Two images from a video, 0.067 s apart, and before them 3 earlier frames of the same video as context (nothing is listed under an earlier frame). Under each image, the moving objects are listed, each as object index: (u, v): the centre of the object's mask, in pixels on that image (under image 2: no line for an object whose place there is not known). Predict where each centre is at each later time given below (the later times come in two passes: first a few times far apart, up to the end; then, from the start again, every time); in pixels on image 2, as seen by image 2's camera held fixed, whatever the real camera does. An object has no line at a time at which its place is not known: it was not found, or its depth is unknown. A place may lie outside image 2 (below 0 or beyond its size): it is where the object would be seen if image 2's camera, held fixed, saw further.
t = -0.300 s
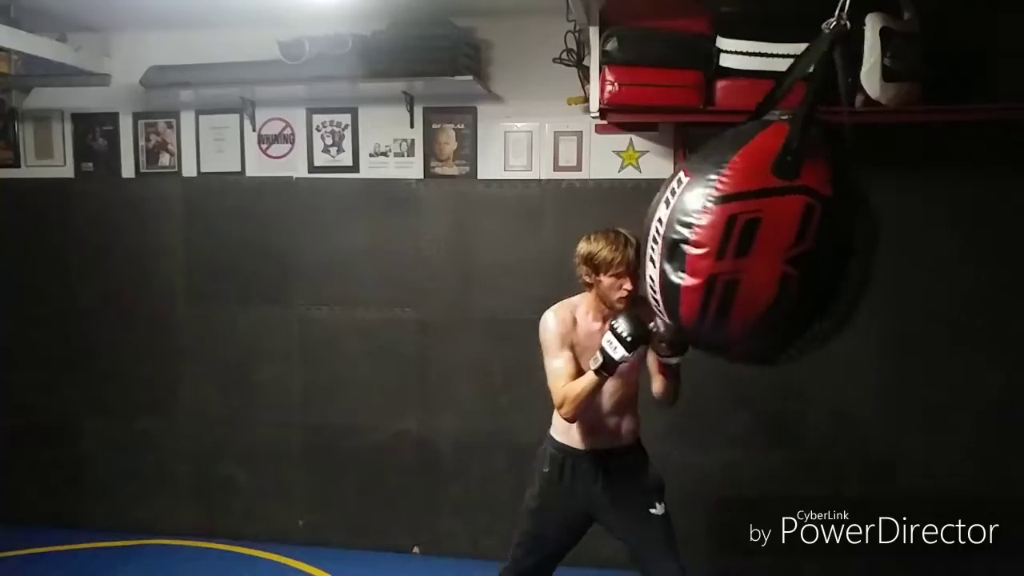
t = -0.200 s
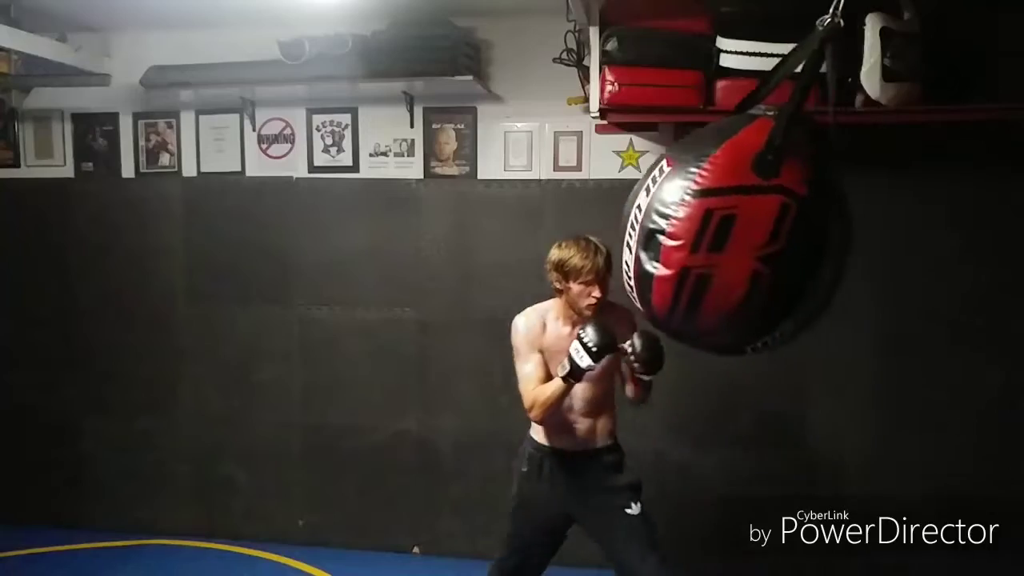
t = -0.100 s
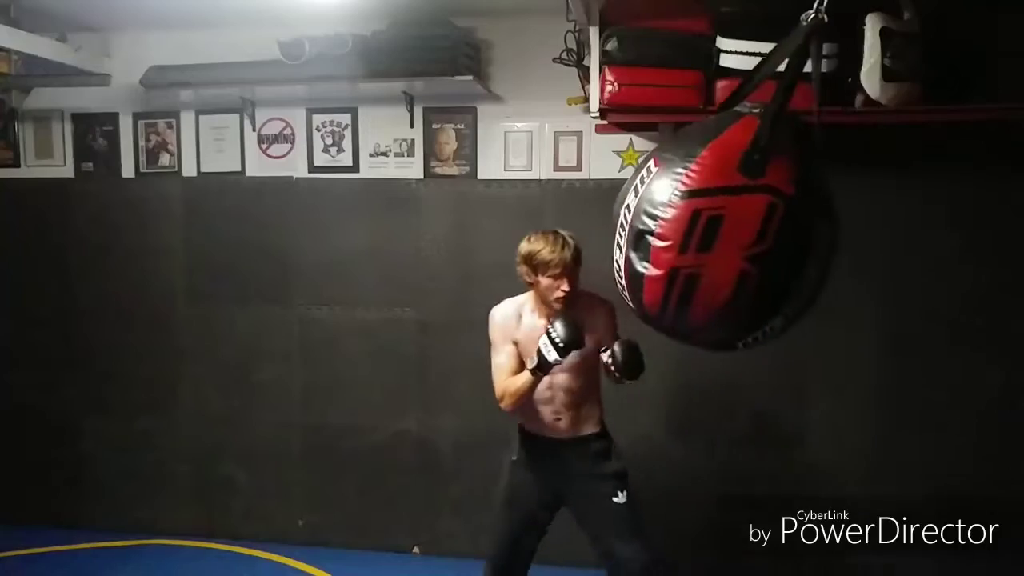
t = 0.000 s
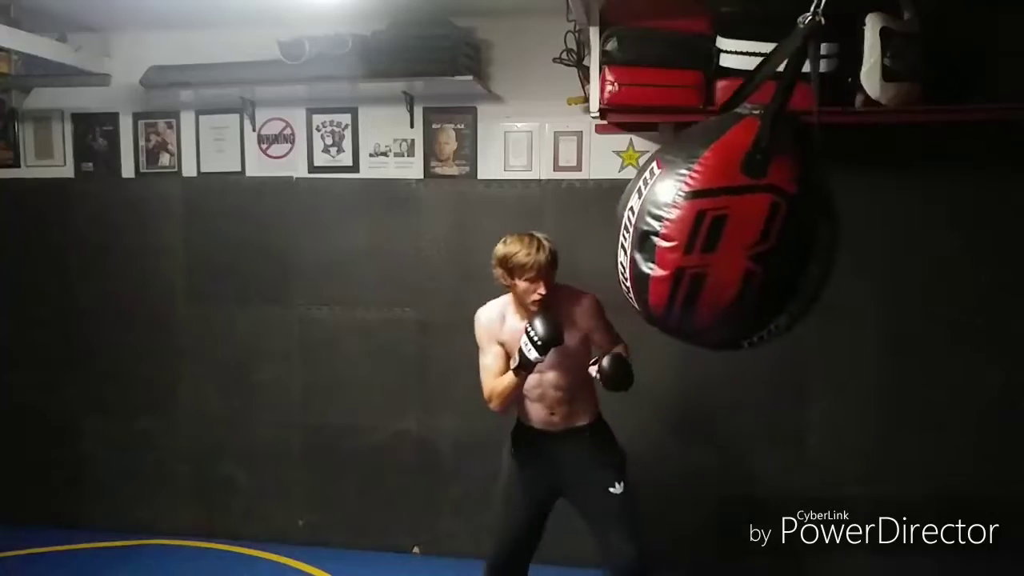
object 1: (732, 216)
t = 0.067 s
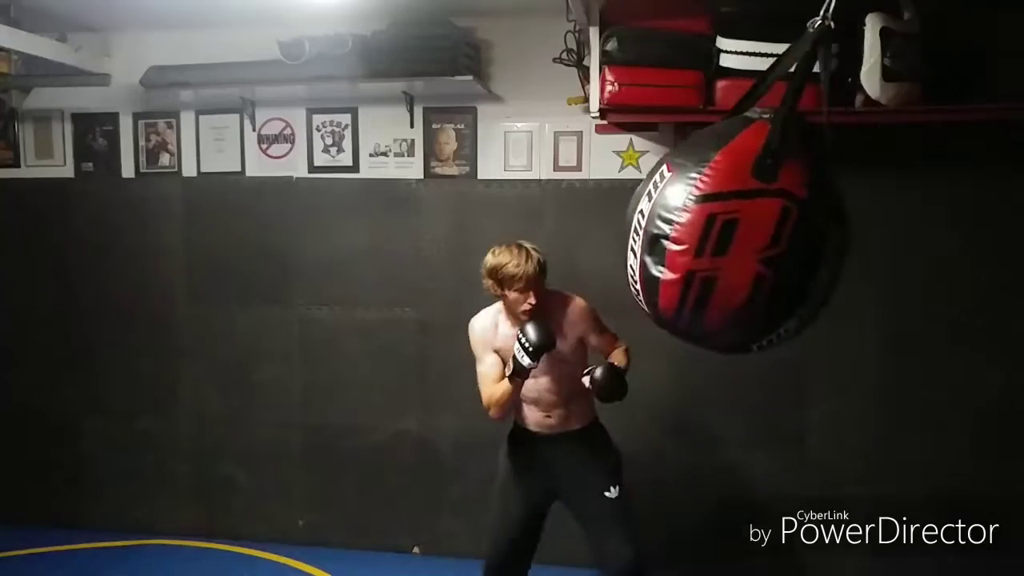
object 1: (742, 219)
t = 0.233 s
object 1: (785, 232)
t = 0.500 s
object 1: (893, 247)
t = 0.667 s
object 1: (956, 247)
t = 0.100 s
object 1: (748, 222)
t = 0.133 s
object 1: (755, 225)
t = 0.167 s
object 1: (764, 227)
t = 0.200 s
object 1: (775, 228)
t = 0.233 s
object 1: (785, 232)
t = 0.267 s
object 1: (794, 238)
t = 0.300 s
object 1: (802, 238)
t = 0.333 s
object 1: (816, 241)
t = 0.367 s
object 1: (833, 241)
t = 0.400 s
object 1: (847, 246)
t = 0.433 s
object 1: (863, 245)
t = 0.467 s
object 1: (877, 247)
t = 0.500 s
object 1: (893, 247)
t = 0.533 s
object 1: (909, 247)
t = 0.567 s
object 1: (926, 244)
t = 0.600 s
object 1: (937, 242)
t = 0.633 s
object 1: (947, 250)
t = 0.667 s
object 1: (956, 247)
